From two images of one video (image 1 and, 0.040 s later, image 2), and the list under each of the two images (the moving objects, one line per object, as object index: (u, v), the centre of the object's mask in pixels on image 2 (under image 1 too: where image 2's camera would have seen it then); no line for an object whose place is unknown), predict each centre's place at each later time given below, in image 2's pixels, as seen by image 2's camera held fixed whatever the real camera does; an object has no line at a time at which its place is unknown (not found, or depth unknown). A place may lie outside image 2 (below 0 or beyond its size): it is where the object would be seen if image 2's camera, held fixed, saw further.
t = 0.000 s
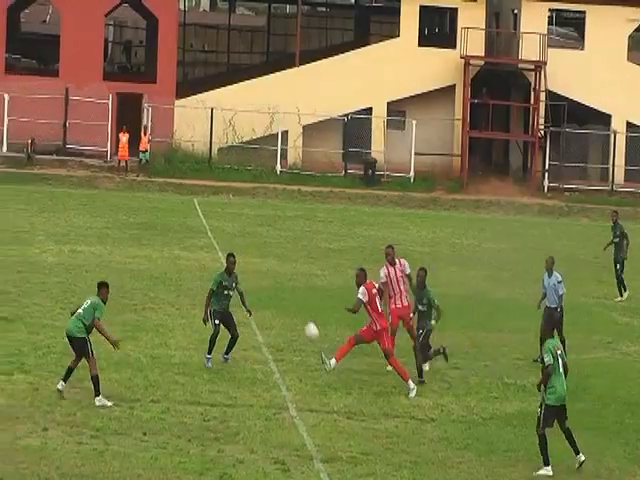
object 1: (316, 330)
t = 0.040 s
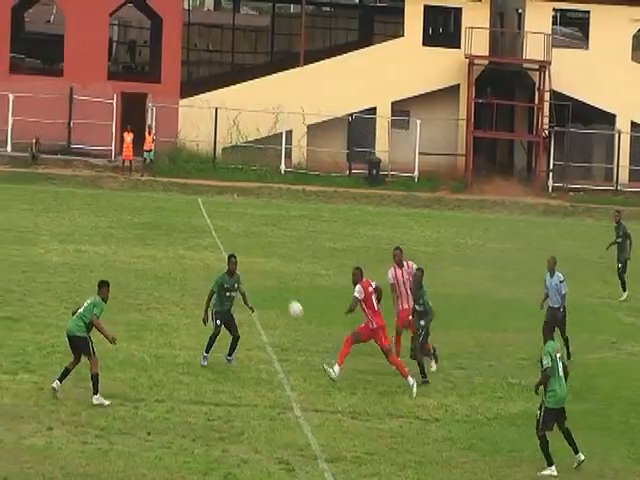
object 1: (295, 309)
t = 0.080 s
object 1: (275, 288)
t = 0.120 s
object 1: (255, 267)
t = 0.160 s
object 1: (234, 248)
